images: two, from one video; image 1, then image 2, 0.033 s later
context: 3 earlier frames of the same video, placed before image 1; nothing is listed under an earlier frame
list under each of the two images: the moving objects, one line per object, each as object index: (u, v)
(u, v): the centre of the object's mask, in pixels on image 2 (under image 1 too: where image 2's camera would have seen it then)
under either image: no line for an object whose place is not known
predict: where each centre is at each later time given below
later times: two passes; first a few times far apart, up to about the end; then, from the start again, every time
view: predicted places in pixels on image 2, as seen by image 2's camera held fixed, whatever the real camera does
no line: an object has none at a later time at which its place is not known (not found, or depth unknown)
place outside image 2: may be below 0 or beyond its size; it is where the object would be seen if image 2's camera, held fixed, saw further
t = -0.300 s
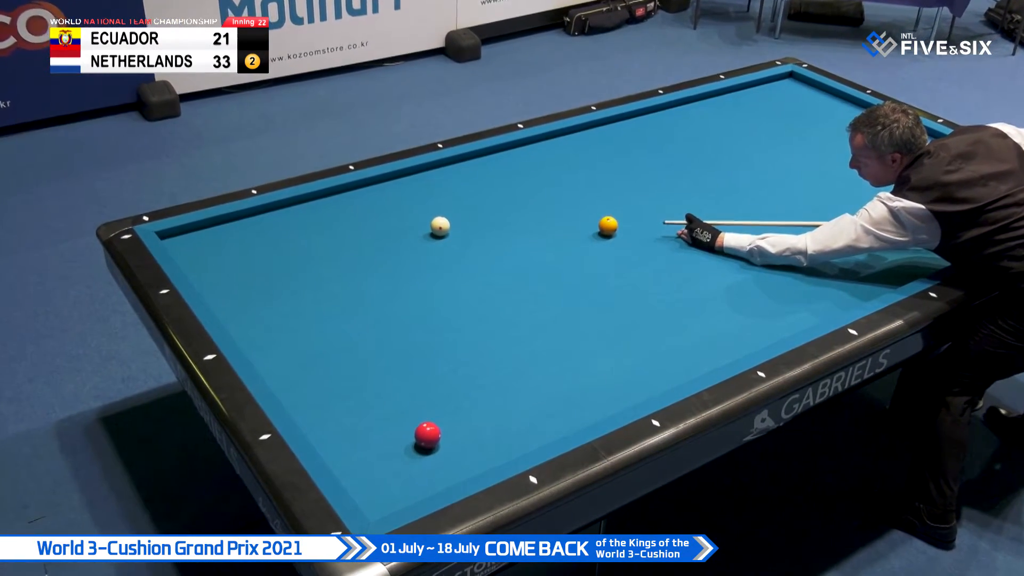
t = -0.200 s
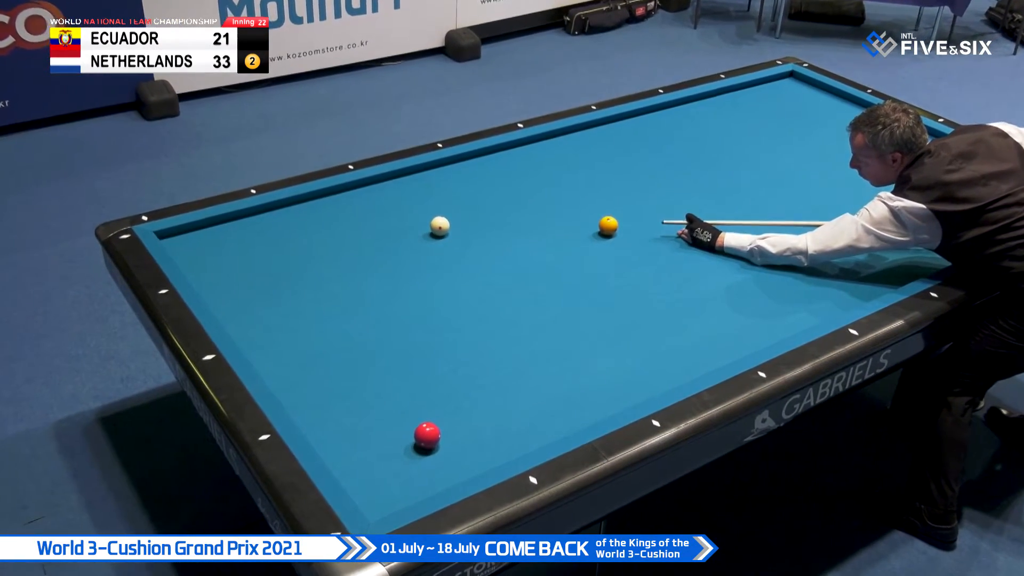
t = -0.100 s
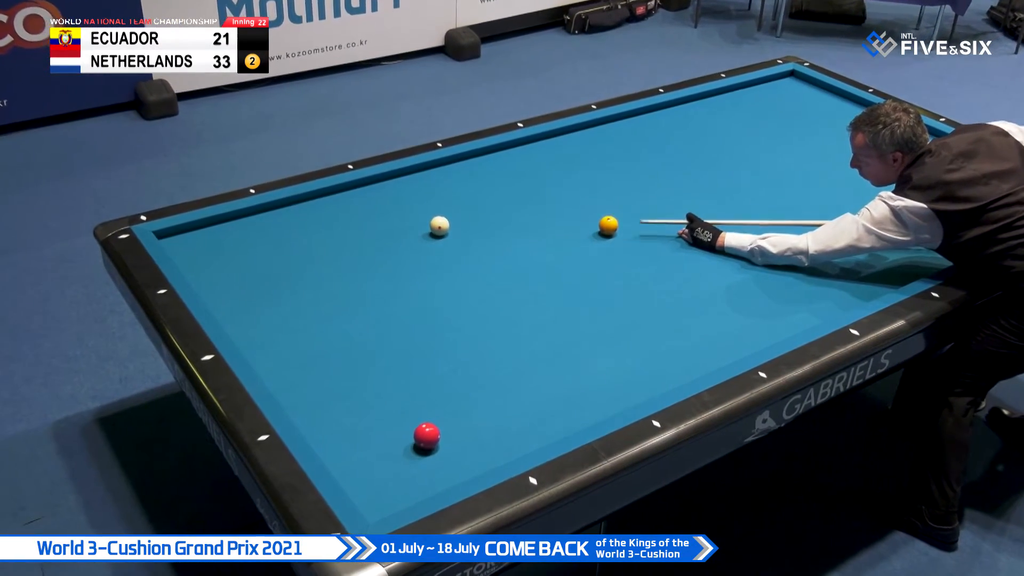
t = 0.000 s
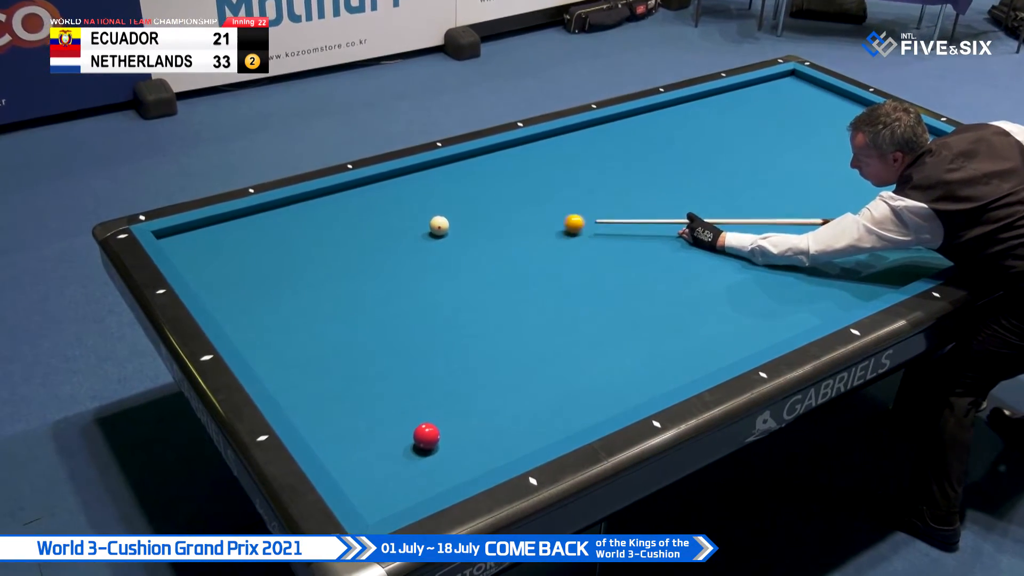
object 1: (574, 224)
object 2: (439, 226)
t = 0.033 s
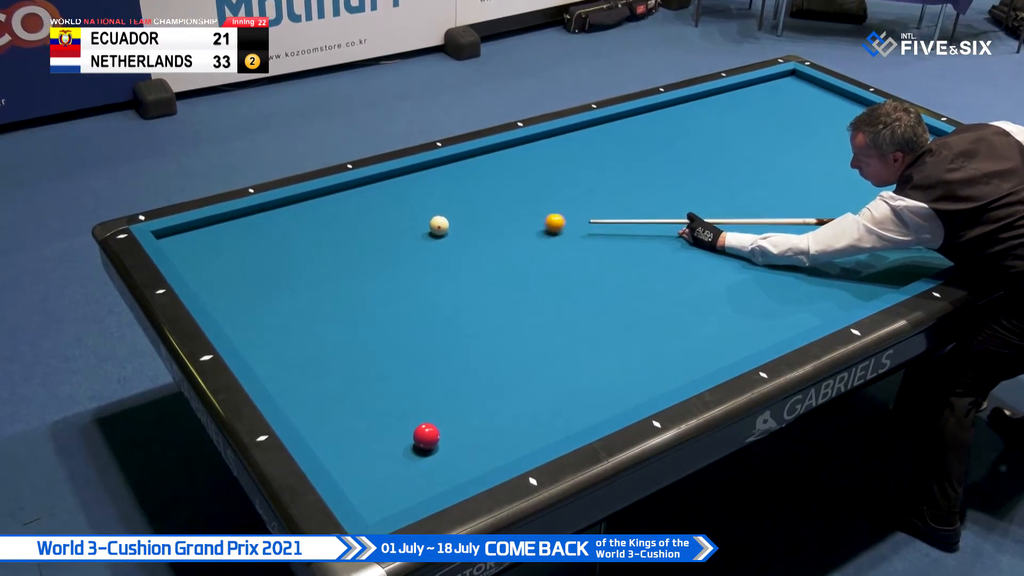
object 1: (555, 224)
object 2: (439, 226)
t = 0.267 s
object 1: (443, 213)
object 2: (416, 232)
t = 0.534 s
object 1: (376, 187)
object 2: (332, 255)
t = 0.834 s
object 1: (364, 207)
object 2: (242, 279)
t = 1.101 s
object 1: (363, 234)
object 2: (232, 278)
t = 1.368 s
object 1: (362, 262)
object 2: (276, 261)
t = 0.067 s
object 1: (535, 223)
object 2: (439, 226)
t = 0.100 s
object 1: (516, 222)
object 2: (439, 226)
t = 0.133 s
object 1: (497, 222)
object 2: (439, 226)
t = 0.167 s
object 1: (477, 221)
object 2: (439, 226)
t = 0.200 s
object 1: (458, 220)
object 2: (439, 226)
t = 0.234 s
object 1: (450, 217)
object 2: (429, 228)
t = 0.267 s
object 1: (443, 213)
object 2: (416, 232)
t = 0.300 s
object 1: (436, 209)
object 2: (404, 235)
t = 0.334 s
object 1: (428, 206)
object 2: (392, 239)
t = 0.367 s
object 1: (419, 203)
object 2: (381, 242)
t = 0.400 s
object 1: (411, 200)
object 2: (370, 245)
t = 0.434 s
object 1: (402, 197)
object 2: (360, 247)
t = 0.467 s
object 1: (393, 193)
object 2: (351, 250)
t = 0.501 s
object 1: (385, 190)
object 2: (341, 253)
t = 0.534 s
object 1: (376, 187)
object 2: (332, 255)
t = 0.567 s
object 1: (368, 184)
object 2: (322, 258)
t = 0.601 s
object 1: (363, 183)
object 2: (312, 260)
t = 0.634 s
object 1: (363, 187)
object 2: (302, 263)
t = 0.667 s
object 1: (364, 191)
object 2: (293, 266)
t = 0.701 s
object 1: (364, 194)
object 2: (283, 268)
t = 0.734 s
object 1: (364, 197)
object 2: (272, 271)
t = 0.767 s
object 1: (364, 201)
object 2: (263, 273)
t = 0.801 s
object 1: (364, 204)
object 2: (252, 276)
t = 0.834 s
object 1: (364, 207)
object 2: (242, 279)
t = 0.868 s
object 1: (364, 210)
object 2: (232, 282)
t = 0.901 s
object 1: (364, 213)
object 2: (221, 285)
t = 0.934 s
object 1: (364, 217)
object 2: (211, 287)
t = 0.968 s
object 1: (363, 220)
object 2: (205, 288)
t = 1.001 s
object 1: (363, 223)
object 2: (213, 286)
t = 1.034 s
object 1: (363, 227)
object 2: (220, 283)
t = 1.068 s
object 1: (363, 230)
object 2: (226, 280)
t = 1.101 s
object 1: (363, 234)
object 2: (232, 278)
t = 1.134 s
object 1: (363, 237)
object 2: (238, 276)
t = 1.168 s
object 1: (363, 240)
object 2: (243, 274)
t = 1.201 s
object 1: (363, 244)
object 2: (249, 272)
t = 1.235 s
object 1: (362, 247)
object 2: (254, 269)
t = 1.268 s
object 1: (362, 251)
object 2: (260, 267)
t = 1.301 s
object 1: (362, 255)
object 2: (265, 265)
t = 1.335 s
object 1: (362, 258)
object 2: (270, 263)
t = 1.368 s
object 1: (362, 262)
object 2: (276, 261)
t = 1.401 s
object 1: (362, 266)
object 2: (280, 259)
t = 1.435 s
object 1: (362, 270)
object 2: (286, 257)
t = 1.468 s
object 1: (361, 274)
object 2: (291, 255)
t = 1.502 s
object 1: (361, 277)
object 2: (296, 253)
